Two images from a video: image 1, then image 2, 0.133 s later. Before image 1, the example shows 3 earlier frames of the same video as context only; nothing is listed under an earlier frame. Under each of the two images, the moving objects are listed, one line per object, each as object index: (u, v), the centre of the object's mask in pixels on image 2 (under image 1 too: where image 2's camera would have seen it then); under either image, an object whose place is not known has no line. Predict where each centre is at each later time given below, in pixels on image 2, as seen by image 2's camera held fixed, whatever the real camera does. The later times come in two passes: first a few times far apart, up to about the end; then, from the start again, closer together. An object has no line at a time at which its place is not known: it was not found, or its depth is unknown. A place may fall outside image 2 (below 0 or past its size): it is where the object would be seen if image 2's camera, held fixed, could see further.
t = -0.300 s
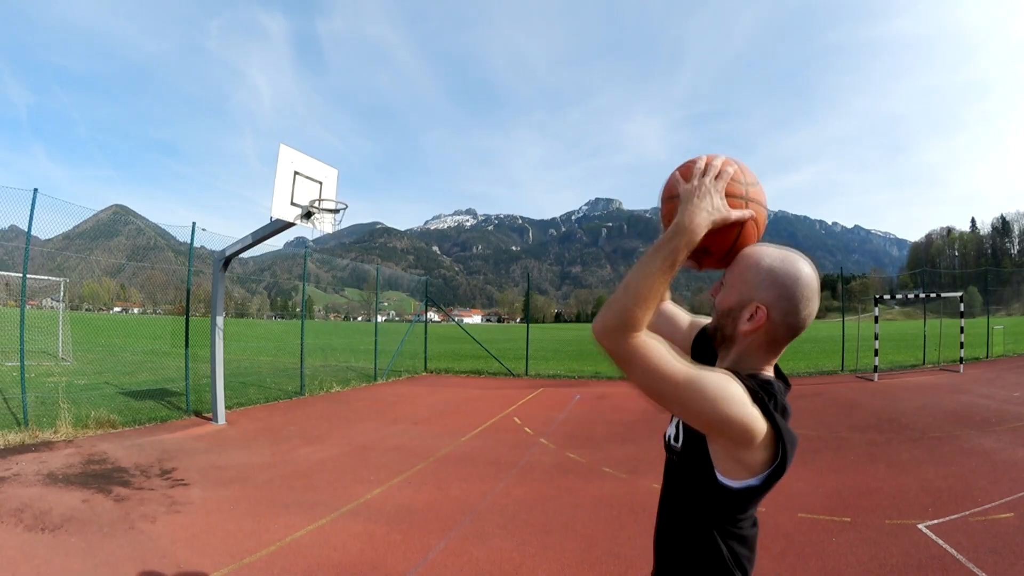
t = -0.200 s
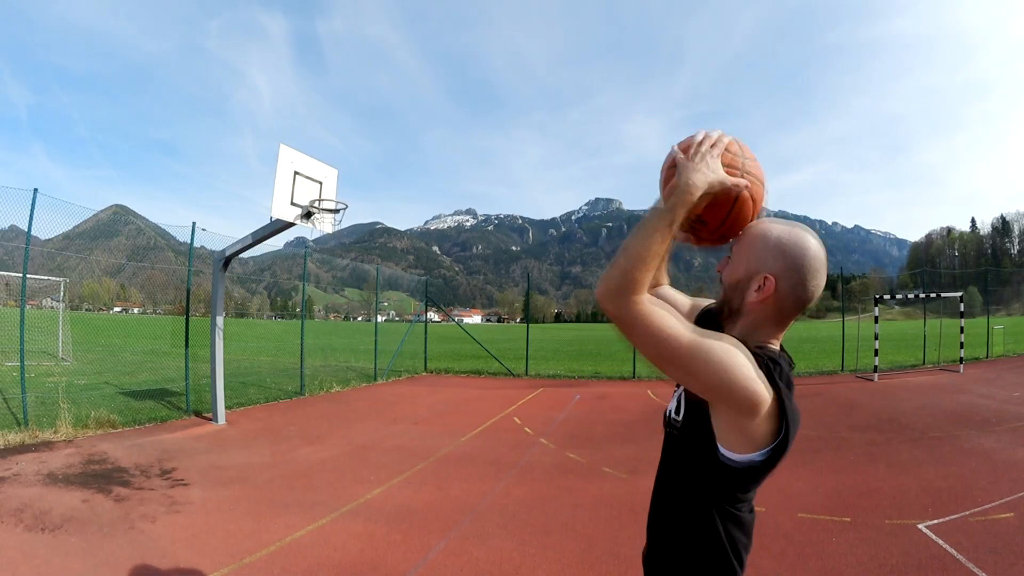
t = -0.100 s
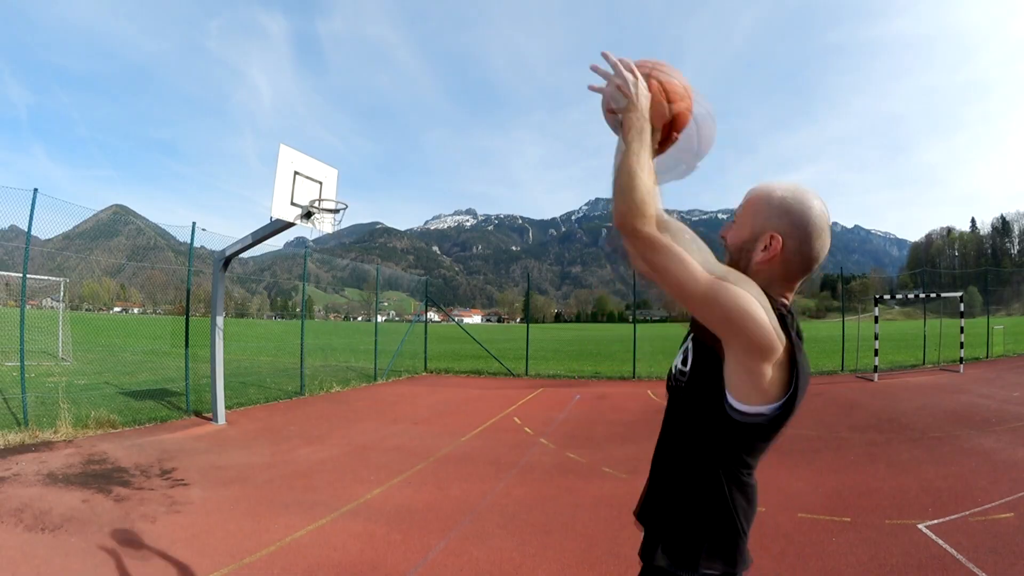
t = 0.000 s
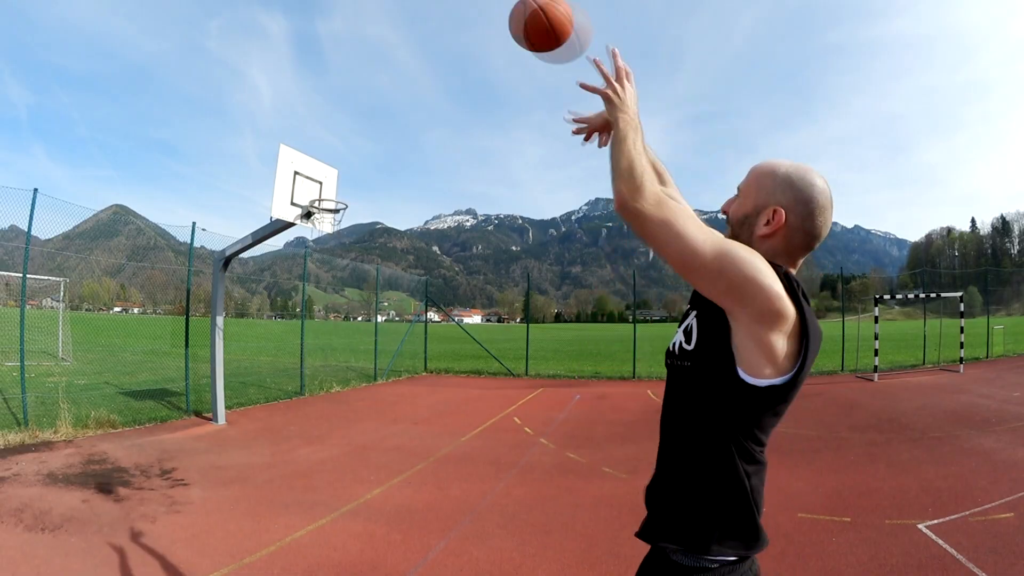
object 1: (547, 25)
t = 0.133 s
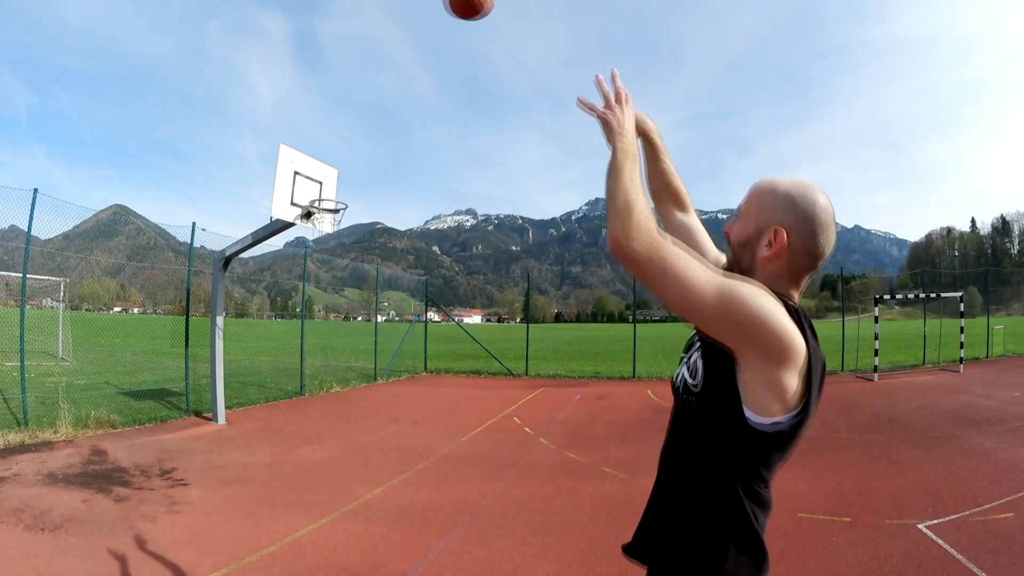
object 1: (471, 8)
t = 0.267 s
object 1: (427, 10)
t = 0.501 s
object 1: (383, 49)
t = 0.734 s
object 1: (353, 117)
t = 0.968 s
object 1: (330, 209)
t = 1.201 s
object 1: (303, 282)
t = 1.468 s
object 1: (279, 437)
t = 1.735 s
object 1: (259, 357)
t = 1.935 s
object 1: (248, 290)
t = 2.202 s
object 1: (229, 260)
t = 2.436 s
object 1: (202, 322)
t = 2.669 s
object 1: (186, 496)
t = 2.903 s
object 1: (151, 504)
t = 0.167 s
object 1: (456, 8)
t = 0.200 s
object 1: (445, 8)
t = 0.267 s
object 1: (427, 10)
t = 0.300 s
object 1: (421, 11)
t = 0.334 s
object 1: (414, 14)
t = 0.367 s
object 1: (406, 20)
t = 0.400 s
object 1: (399, 27)
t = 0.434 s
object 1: (395, 32)
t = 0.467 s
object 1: (388, 41)
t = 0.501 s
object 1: (383, 49)
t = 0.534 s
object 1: (379, 56)
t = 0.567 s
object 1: (373, 67)
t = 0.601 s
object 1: (368, 78)
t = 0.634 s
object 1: (365, 84)
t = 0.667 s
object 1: (360, 96)
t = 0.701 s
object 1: (356, 108)
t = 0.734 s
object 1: (353, 117)
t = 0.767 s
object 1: (348, 130)
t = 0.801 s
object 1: (344, 145)
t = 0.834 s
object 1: (342, 153)
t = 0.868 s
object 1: (339, 168)
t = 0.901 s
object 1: (335, 183)
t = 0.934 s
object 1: (333, 191)
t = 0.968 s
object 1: (330, 209)
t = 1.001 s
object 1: (324, 218)
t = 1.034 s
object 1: (321, 224)
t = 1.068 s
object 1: (317, 233)
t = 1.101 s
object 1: (314, 244)
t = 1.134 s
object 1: (311, 254)
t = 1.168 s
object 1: (308, 266)
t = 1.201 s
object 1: (303, 282)
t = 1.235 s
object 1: (300, 296)
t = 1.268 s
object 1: (297, 310)
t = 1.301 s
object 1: (292, 332)
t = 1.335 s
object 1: (290, 344)
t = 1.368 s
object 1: (287, 368)
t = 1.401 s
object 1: (283, 394)
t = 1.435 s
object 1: (281, 417)
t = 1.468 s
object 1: (279, 437)
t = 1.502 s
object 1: (277, 463)
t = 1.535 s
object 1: (274, 449)
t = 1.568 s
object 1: (272, 434)
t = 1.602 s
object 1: (268, 415)
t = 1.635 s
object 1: (266, 401)
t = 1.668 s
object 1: (264, 387)
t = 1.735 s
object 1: (259, 357)
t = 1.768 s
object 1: (257, 345)
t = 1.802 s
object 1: (255, 330)
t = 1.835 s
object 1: (253, 319)
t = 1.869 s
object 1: (252, 309)
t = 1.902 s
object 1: (249, 298)
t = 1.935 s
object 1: (248, 290)
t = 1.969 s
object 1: (246, 282)
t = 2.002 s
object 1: (243, 274)
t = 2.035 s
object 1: (241, 269)
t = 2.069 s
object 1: (239, 264)
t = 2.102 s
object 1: (237, 261)
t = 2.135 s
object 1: (234, 259)
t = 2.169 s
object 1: (232, 259)
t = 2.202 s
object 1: (229, 260)
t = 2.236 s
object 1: (226, 262)
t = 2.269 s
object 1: (222, 266)
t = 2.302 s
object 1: (218, 272)
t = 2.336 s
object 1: (215, 280)
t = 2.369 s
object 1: (211, 289)
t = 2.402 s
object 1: (207, 304)
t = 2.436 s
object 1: (202, 322)
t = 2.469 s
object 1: (199, 333)
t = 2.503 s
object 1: (195, 357)
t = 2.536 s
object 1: (192, 379)
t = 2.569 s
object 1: (189, 402)
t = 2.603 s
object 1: (187, 437)
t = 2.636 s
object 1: (187, 477)
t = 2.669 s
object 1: (186, 496)
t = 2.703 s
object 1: (188, 538)
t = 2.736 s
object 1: (189, 559)
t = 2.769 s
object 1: (187, 571)
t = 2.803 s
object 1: (178, 561)
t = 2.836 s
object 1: (168, 541)
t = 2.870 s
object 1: (161, 528)
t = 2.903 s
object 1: (151, 504)
